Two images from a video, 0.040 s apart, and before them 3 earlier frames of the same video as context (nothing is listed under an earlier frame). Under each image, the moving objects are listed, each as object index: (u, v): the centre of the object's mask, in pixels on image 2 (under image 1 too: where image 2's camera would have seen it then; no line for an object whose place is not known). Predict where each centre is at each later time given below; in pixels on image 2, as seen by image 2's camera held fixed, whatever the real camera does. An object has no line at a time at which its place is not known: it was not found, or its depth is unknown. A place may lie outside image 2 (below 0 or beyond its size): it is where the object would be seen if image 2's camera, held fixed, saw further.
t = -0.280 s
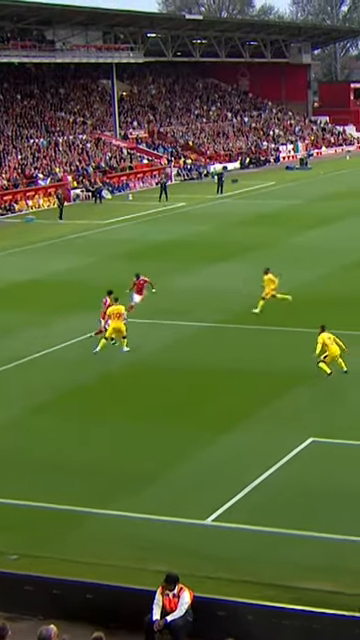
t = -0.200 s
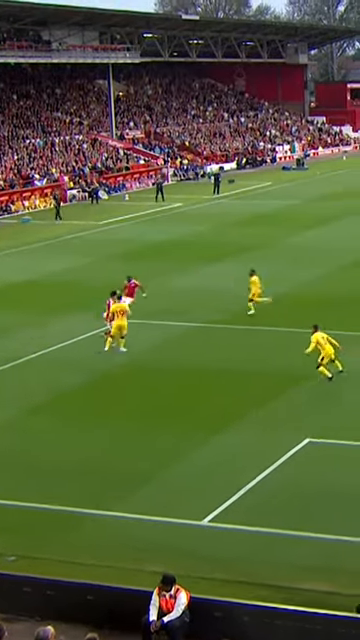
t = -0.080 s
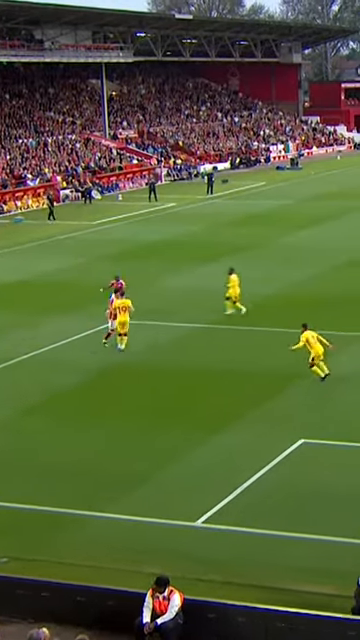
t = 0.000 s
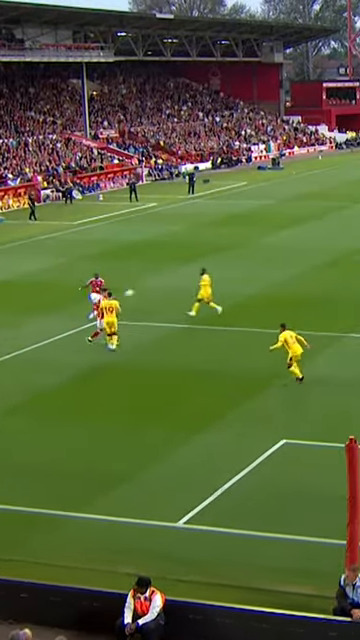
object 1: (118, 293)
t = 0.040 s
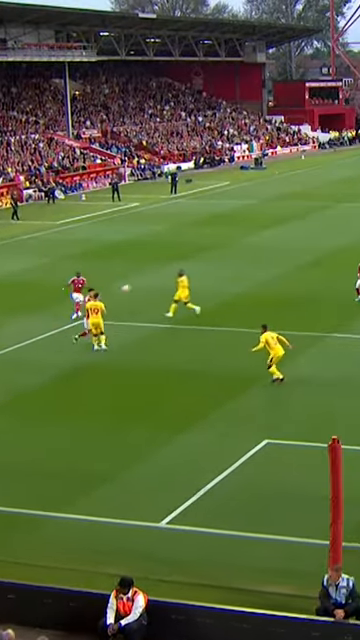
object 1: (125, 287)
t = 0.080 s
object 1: (134, 283)
